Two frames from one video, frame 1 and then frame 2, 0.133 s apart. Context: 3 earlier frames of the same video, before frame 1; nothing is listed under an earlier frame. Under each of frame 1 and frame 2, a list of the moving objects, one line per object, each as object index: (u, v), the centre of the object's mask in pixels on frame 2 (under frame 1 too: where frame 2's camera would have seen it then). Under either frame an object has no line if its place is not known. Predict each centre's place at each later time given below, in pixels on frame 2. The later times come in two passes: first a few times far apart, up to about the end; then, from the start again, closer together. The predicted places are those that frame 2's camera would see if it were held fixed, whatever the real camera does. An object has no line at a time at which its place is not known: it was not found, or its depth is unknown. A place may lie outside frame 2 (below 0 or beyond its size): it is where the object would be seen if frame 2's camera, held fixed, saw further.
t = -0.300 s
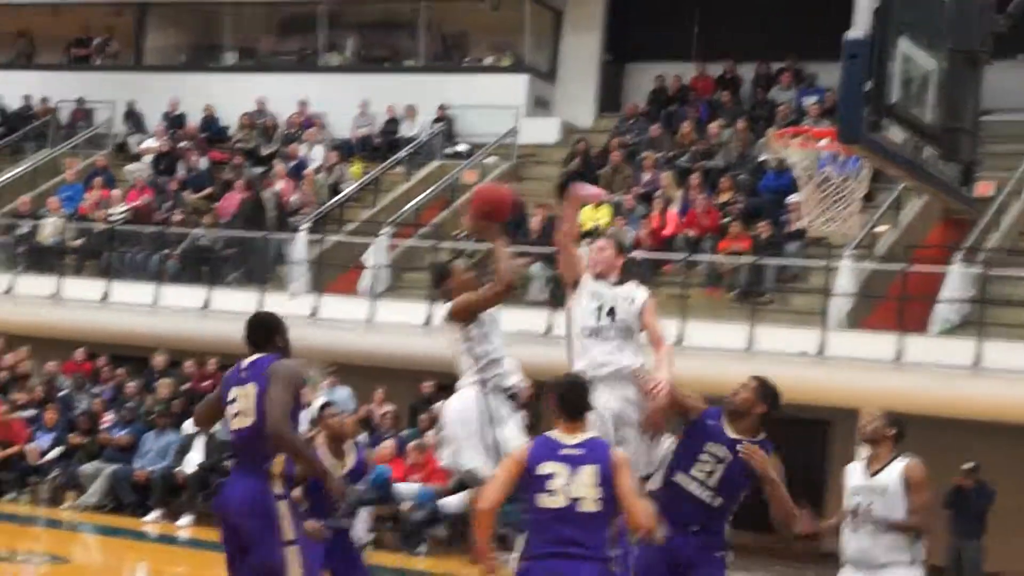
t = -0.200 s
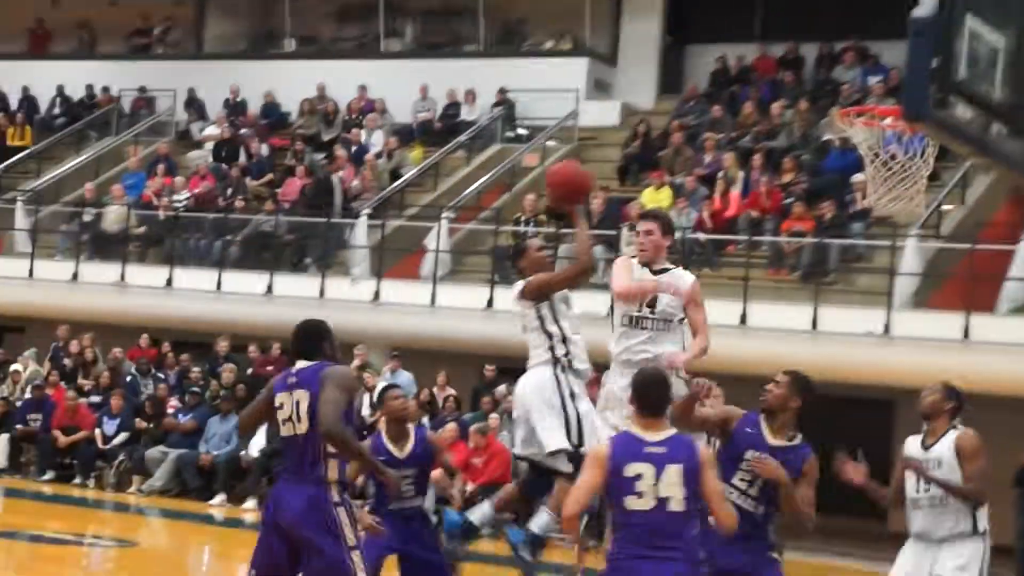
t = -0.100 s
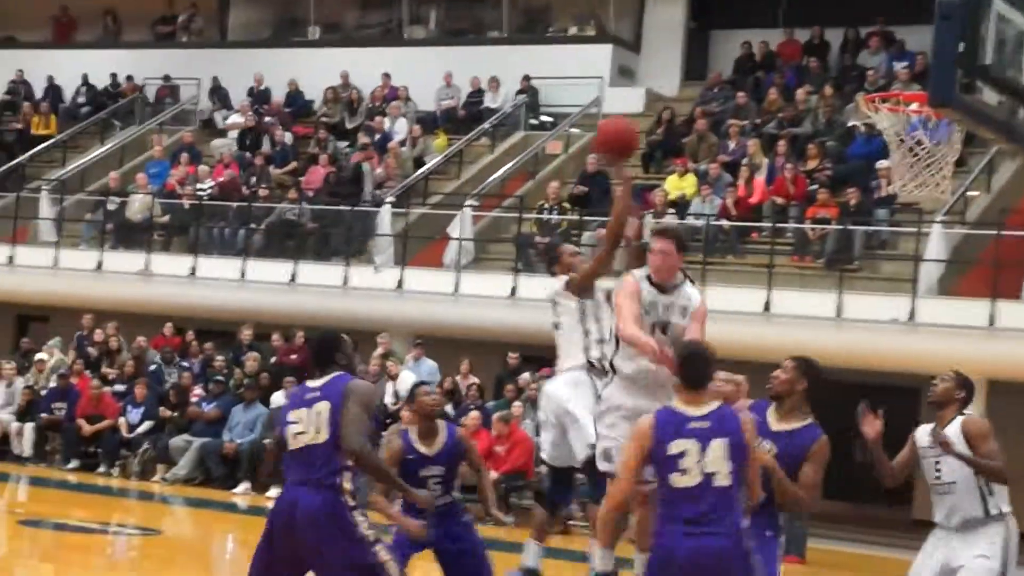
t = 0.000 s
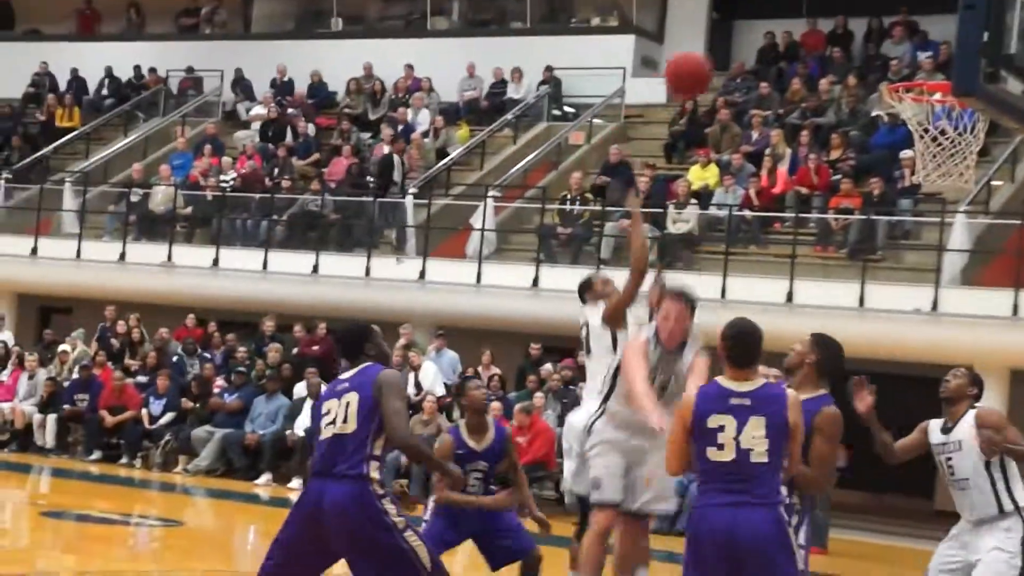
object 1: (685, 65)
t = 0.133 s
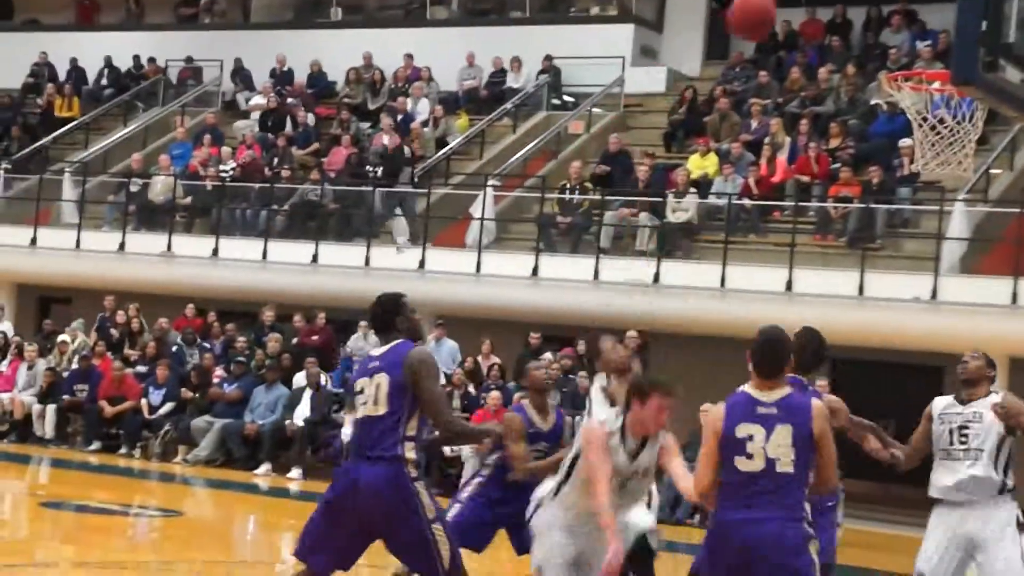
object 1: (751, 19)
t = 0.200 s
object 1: (785, 16)
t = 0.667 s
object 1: (982, 147)
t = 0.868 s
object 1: (995, 238)
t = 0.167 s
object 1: (768, 17)
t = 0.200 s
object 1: (785, 16)
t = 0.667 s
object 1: (982, 147)
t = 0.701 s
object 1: (984, 157)
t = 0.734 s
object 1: (986, 167)
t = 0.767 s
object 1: (987, 183)
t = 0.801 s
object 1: (990, 200)
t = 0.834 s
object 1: (994, 218)
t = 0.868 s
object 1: (995, 238)
